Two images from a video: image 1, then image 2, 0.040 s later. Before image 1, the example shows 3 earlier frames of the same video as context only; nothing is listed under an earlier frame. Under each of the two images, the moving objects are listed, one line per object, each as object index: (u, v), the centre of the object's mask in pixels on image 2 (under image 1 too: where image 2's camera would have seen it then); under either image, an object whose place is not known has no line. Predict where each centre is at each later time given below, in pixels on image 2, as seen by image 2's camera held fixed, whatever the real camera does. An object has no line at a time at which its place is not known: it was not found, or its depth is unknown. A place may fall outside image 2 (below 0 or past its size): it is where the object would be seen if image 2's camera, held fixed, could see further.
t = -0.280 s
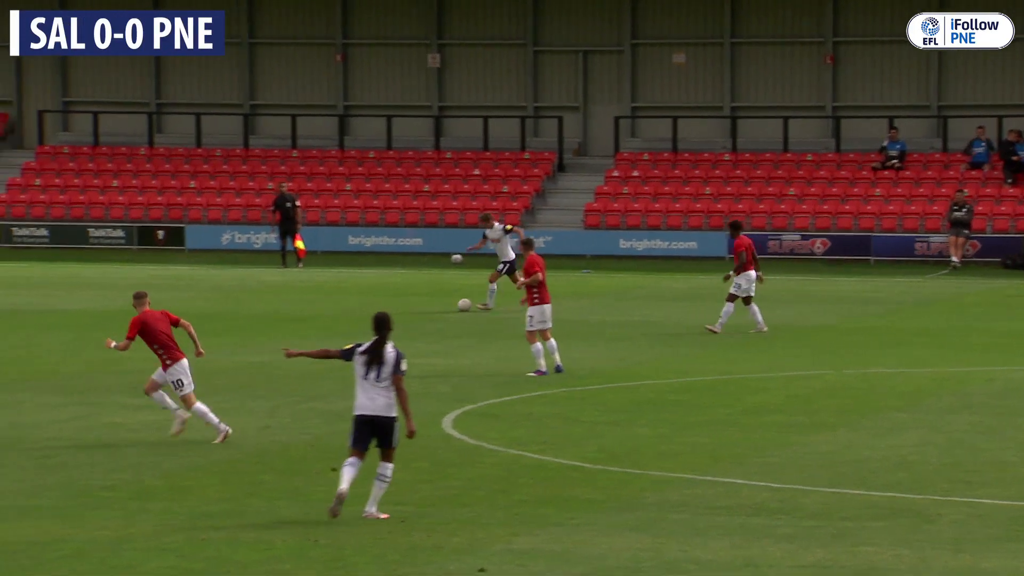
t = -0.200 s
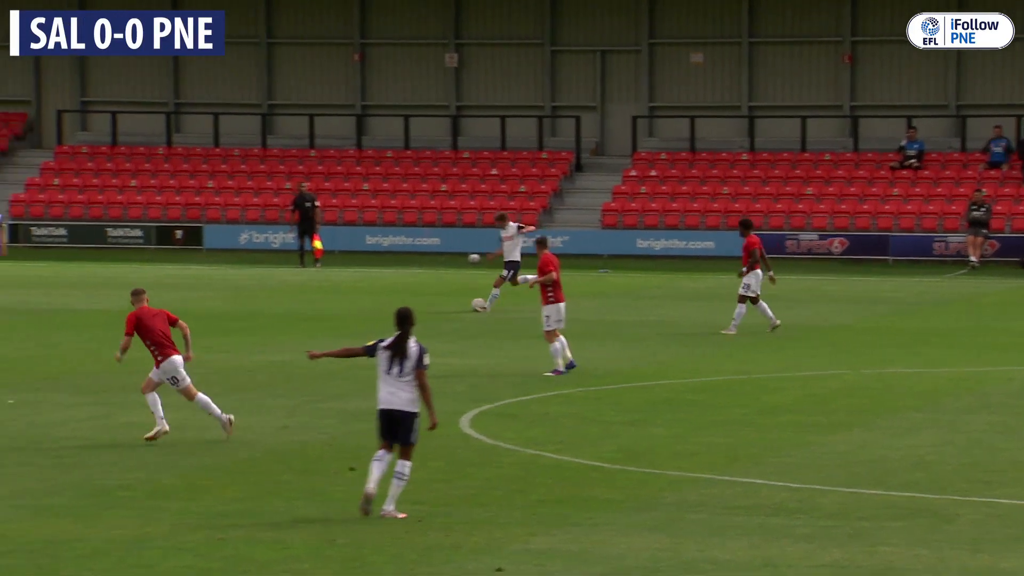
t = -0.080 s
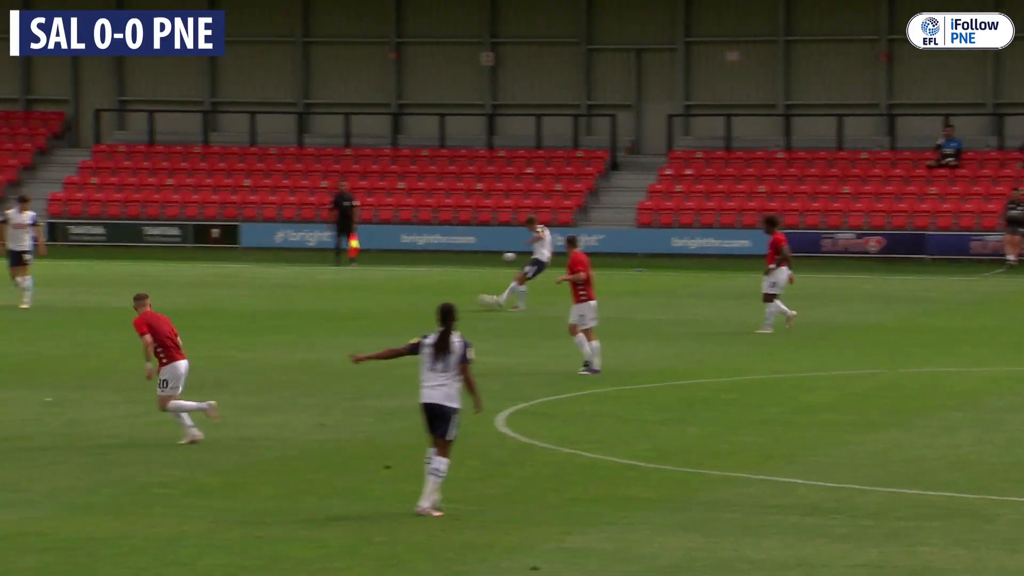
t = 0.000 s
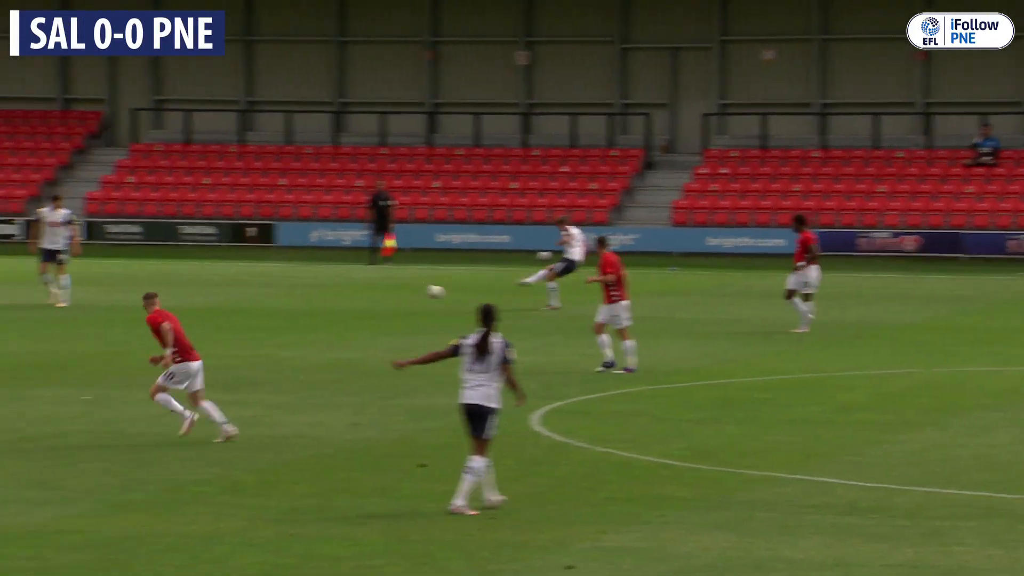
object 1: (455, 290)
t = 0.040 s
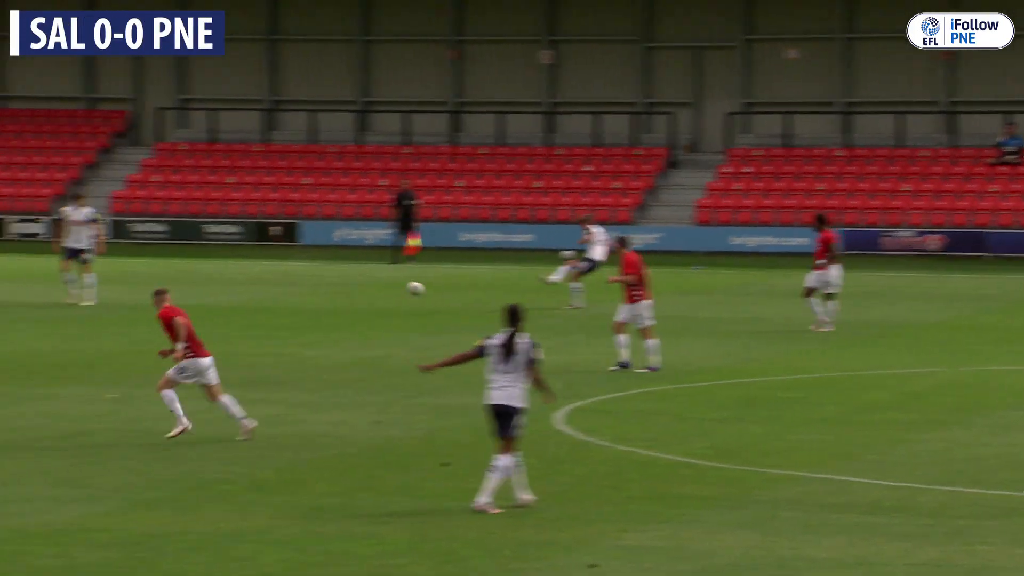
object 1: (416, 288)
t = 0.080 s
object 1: (376, 288)
